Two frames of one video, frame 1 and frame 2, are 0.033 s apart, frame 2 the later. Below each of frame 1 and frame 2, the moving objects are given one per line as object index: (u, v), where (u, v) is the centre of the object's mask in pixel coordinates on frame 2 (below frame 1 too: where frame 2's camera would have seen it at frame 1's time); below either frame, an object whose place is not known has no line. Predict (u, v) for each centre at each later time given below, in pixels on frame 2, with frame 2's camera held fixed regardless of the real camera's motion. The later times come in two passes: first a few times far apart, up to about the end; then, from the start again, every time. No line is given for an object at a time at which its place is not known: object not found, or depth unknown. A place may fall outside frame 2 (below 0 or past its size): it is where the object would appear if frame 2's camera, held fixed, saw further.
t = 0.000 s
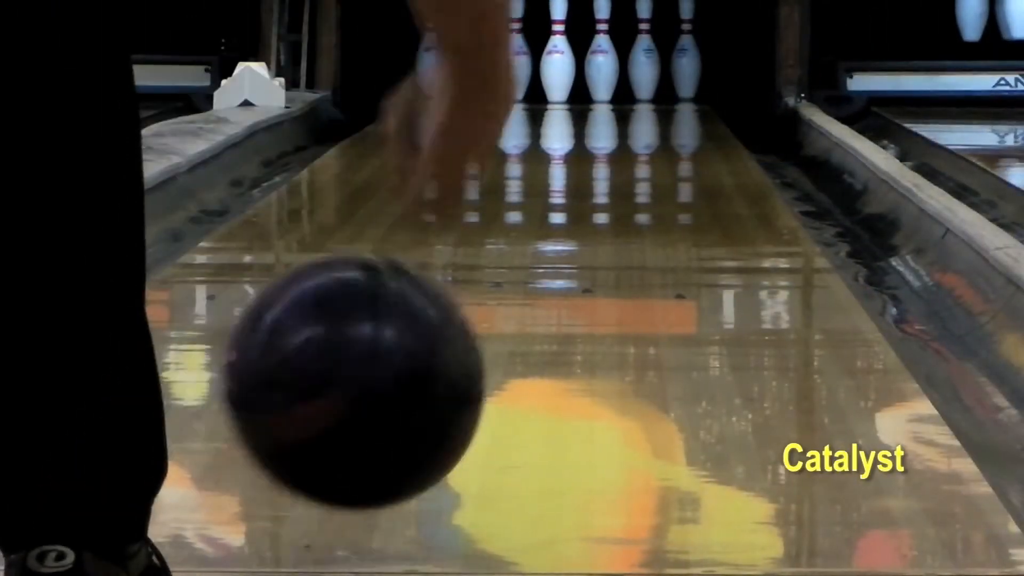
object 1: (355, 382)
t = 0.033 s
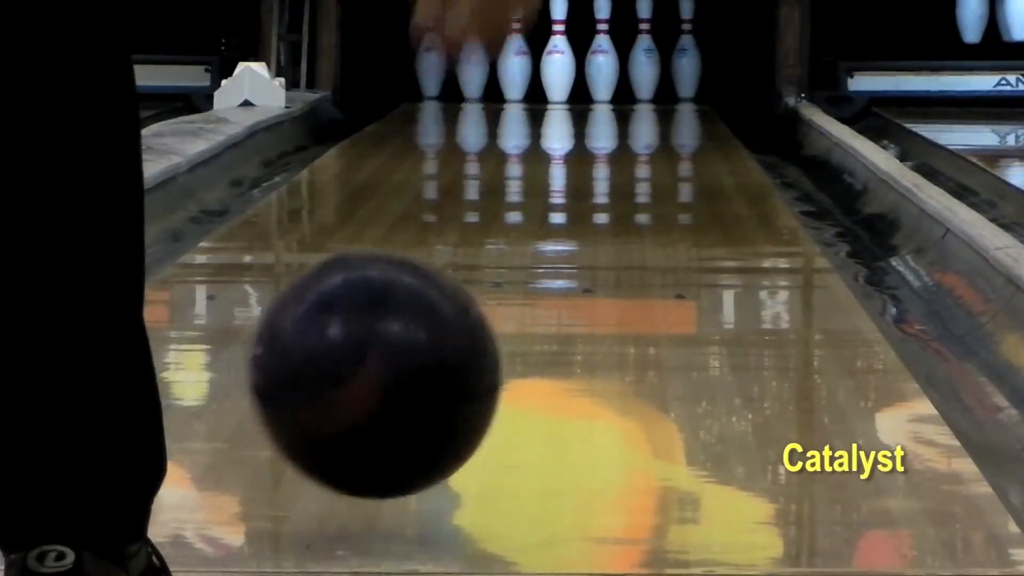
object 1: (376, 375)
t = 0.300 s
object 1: (495, 299)
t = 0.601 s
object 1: (569, 225)
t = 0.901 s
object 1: (612, 177)
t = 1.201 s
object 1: (636, 146)
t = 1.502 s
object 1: (650, 122)
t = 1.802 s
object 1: (652, 104)
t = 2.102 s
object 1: (642, 93)
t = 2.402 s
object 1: (622, 82)
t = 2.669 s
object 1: (594, 74)
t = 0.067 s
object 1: (394, 380)
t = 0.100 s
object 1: (413, 377)
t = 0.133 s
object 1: (429, 357)
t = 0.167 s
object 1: (444, 348)
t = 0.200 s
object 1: (458, 334)
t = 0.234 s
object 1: (471, 323)
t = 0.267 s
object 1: (483, 310)
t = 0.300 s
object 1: (495, 299)
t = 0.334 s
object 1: (506, 289)
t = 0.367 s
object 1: (515, 279)
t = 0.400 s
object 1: (525, 271)
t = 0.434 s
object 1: (533, 262)
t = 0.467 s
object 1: (541, 254)
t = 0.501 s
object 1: (548, 246)
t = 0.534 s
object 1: (555, 238)
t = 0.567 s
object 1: (562, 232)
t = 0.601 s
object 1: (569, 225)
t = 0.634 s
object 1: (575, 219)
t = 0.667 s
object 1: (581, 213)
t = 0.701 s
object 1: (586, 207)
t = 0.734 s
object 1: (590, 202)
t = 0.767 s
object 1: (595, 197)
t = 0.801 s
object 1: (601, 192)
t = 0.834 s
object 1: (605, 187)
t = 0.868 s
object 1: (608, 182)
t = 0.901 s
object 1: (612, 177)
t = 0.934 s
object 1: (616, 173)
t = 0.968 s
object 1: (619, 169)
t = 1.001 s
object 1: (622, 165)
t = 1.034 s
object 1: (624, 162)
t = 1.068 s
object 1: (627, 159)
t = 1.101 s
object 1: (629, 156)
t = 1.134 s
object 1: (631, 153)
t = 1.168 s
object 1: (634, 149)
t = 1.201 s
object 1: (636, 146)
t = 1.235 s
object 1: (638, 143)
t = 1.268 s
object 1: (640, 141)
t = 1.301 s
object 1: (642, 138)
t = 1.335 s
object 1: (644, 135)
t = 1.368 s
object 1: (645, 133)
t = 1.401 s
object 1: (646, 130)
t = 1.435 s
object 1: (648, 127)
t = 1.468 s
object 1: (649, 124)
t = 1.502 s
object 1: (650, 122)
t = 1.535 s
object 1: (651, 119)
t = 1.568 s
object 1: (651, 117)
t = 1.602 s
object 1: (651, 115)
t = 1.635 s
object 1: (651, 113)
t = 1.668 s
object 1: (652, 111)
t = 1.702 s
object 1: (652, 109)
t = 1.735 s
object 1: (652, 107)
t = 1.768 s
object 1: (652, 105)
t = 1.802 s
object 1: (652, 104)
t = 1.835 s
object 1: (651, 102)
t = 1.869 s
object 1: (650, 101)
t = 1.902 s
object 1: (649, 100)
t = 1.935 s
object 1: (649, 99)
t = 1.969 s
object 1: (648, 97)
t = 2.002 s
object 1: (646, 96)
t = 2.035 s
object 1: (645, 95)
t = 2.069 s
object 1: (643, 94)
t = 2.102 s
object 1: (642, 93)
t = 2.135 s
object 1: (640, 91)
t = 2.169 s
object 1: (639, 91)
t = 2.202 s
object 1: (637, 89)
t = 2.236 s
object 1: (634, 88)
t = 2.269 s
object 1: (632, 87)
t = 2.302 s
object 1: (630, 86)
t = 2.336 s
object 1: (627, 84)
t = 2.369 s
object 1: (625, 83)
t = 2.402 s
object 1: (622, 82)
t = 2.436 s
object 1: (620, 81)
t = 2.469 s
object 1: (616, 81)
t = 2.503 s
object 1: (613, 79)
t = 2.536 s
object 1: (610, 79)
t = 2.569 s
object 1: (607, 79)
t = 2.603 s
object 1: (603, 77)
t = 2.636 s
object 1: (600, 76)
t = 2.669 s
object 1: (594, 74)
